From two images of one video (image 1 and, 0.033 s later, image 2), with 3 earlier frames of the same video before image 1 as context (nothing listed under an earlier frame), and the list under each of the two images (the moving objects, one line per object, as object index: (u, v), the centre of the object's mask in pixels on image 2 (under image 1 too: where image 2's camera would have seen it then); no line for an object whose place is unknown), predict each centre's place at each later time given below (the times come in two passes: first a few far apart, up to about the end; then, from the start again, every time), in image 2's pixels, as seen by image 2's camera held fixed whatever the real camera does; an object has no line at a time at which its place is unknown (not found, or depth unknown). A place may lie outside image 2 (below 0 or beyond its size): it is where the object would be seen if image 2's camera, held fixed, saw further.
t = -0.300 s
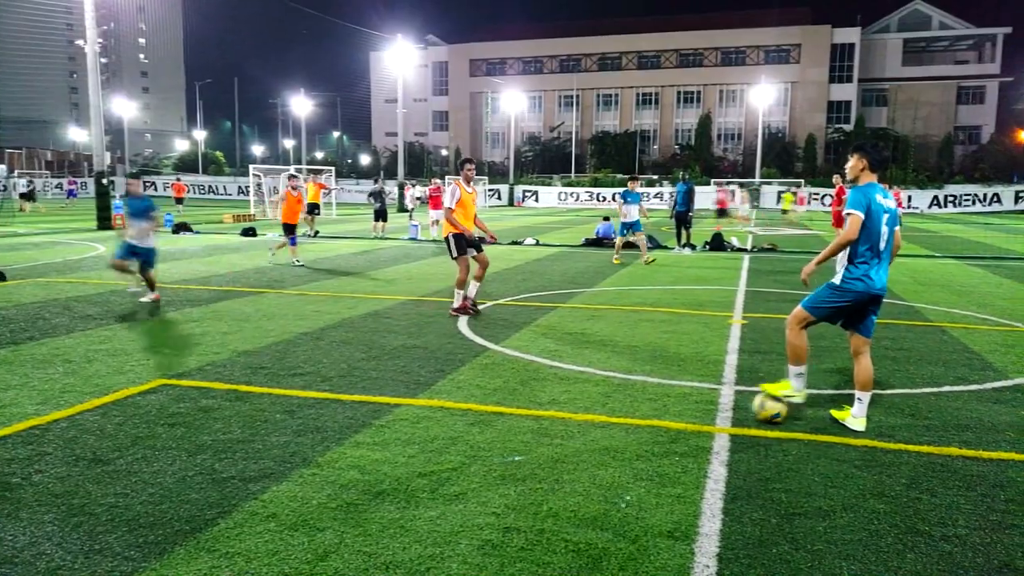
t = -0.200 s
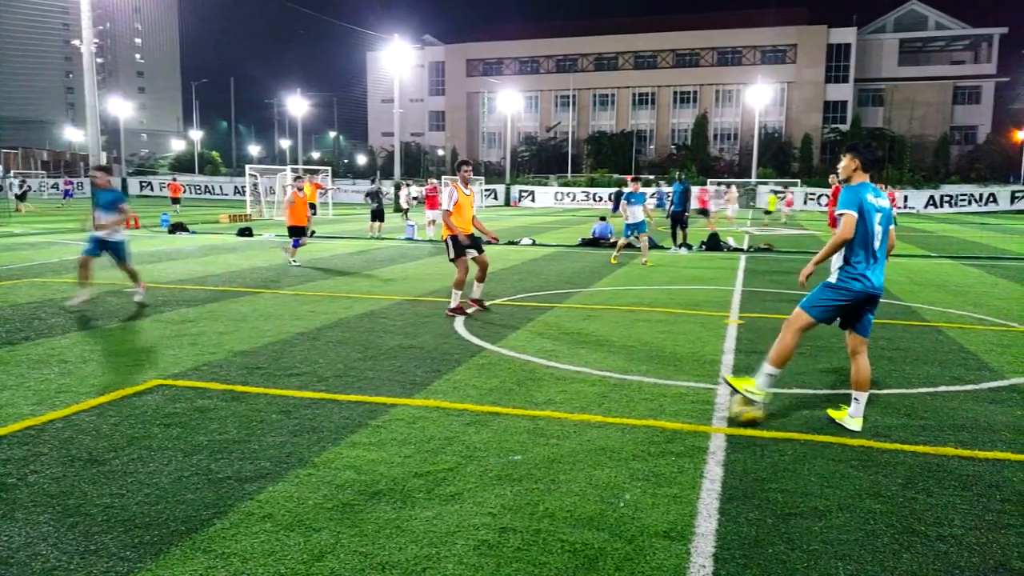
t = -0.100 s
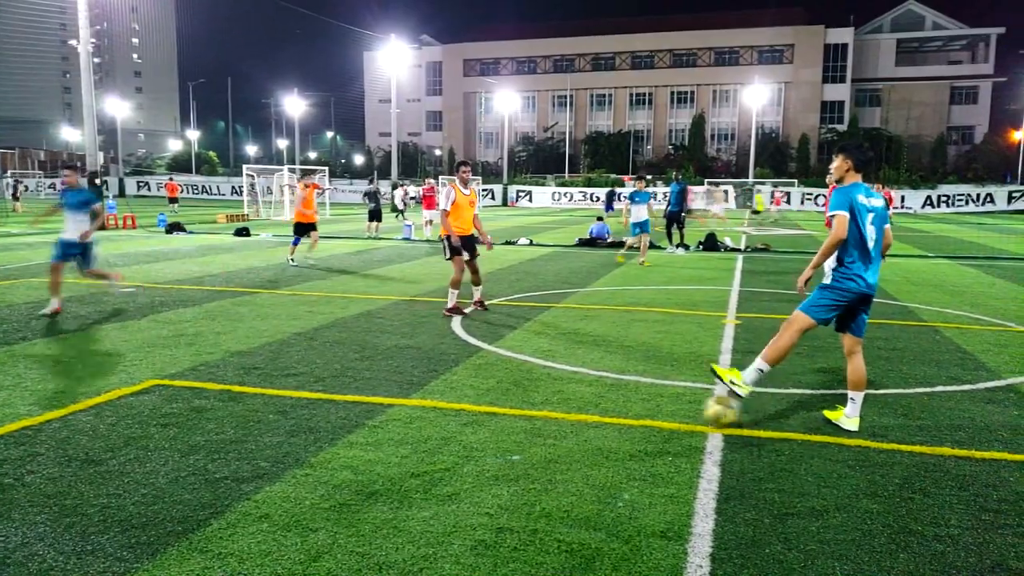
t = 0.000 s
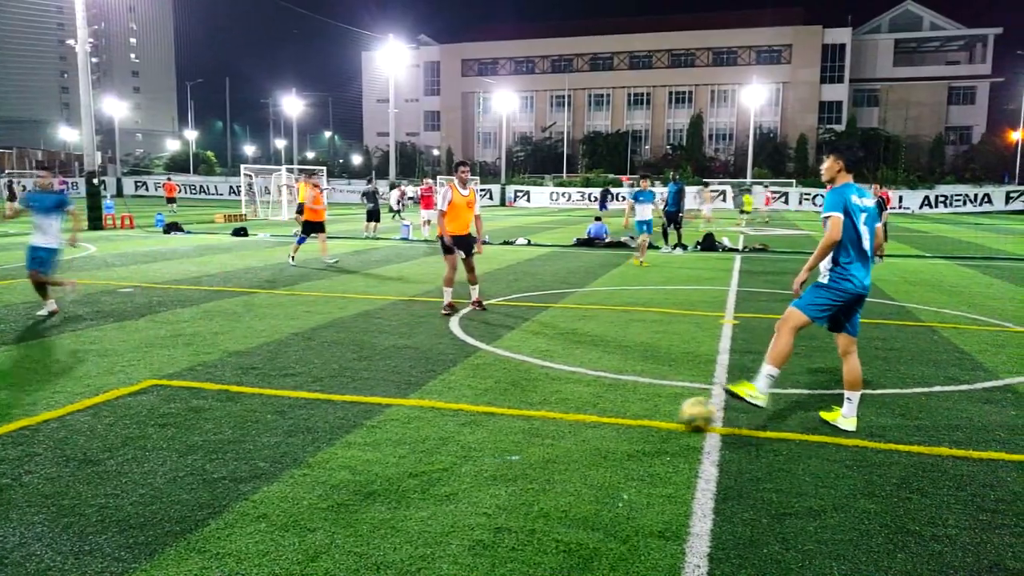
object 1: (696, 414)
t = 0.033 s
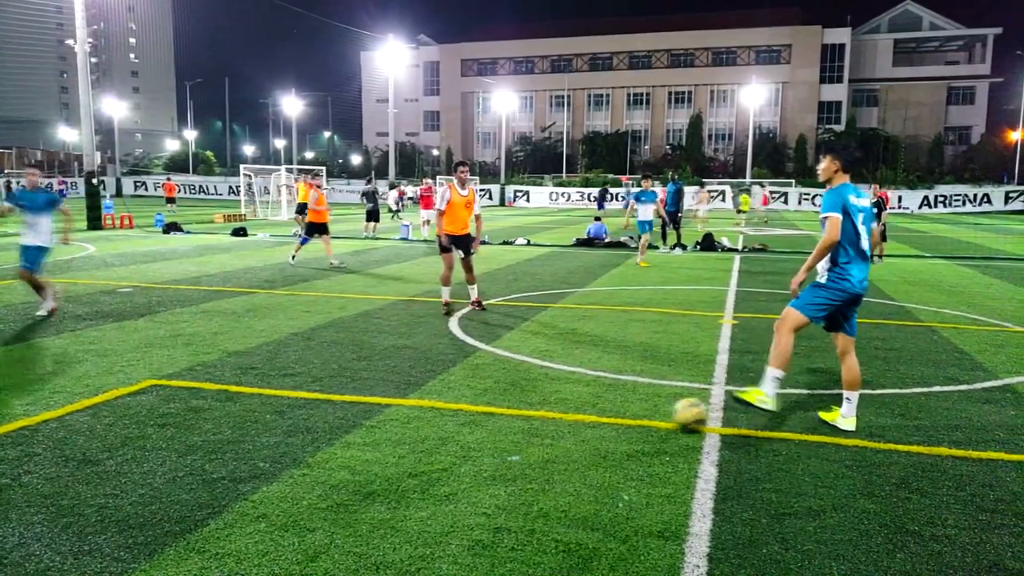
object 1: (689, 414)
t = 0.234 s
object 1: (647, 421)
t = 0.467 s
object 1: (600, 428)
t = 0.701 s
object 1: (553, 435)
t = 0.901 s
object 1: (513, 441)
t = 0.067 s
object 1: (683, 416)
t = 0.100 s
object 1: (676, 417)
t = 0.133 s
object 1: (669, 418)
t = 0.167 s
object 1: (662, 419)
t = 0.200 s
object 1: (655, 420)
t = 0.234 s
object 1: (647, 421)
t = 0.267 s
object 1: (640, 421)
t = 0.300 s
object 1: (633, 423)
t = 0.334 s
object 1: (627, 424)
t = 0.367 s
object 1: (619, 425)
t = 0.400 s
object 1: (613, 426)
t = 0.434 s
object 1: (607, 427)
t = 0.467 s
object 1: (600, 428)
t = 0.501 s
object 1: (593, 429)
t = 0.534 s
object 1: (586, 430)
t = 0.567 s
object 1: (579, 431)
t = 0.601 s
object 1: (573, 432)
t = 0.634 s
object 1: (566, 433)
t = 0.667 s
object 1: (559, 434)
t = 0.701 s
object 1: (553, 435)
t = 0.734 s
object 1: (547, 436)
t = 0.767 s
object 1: (540, 437)
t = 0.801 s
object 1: (533, 438)
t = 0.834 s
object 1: (527, 439)
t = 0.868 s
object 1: (520, 440)
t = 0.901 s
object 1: (513, 441)
